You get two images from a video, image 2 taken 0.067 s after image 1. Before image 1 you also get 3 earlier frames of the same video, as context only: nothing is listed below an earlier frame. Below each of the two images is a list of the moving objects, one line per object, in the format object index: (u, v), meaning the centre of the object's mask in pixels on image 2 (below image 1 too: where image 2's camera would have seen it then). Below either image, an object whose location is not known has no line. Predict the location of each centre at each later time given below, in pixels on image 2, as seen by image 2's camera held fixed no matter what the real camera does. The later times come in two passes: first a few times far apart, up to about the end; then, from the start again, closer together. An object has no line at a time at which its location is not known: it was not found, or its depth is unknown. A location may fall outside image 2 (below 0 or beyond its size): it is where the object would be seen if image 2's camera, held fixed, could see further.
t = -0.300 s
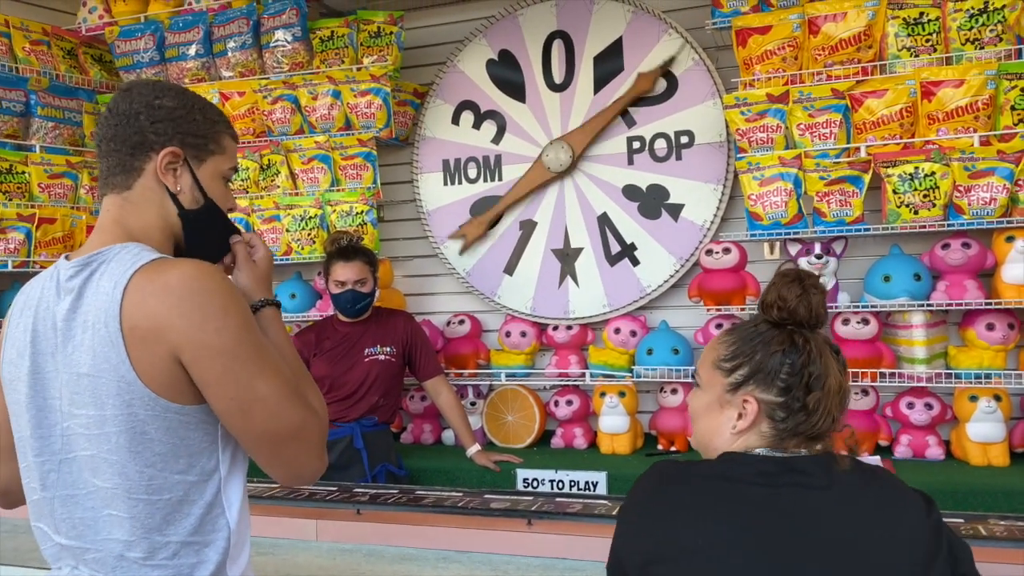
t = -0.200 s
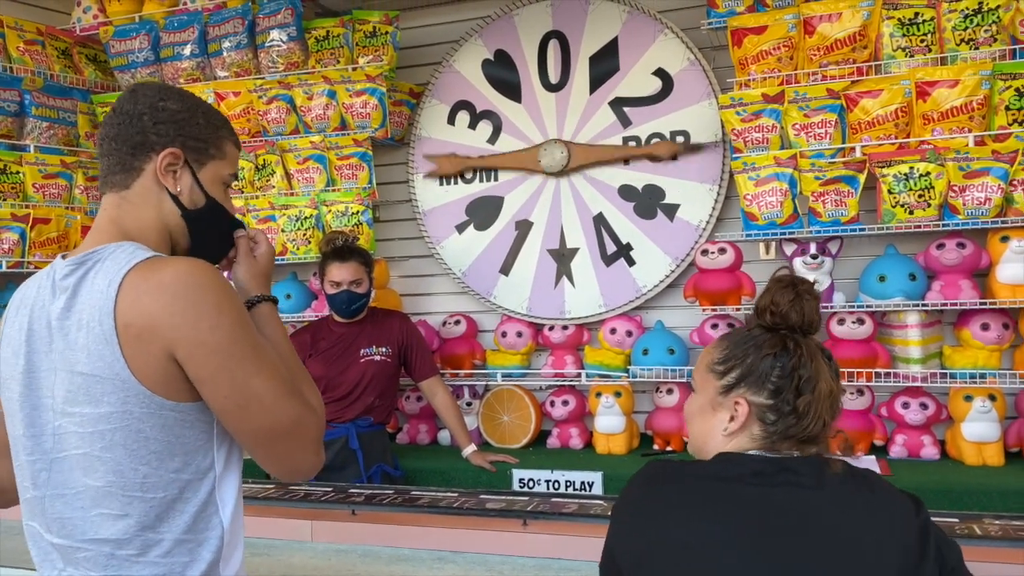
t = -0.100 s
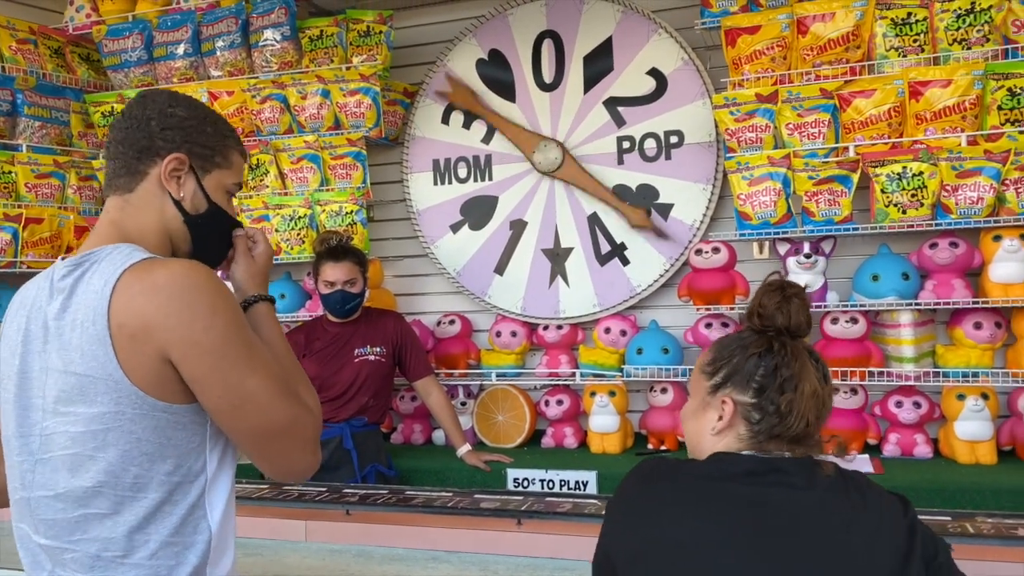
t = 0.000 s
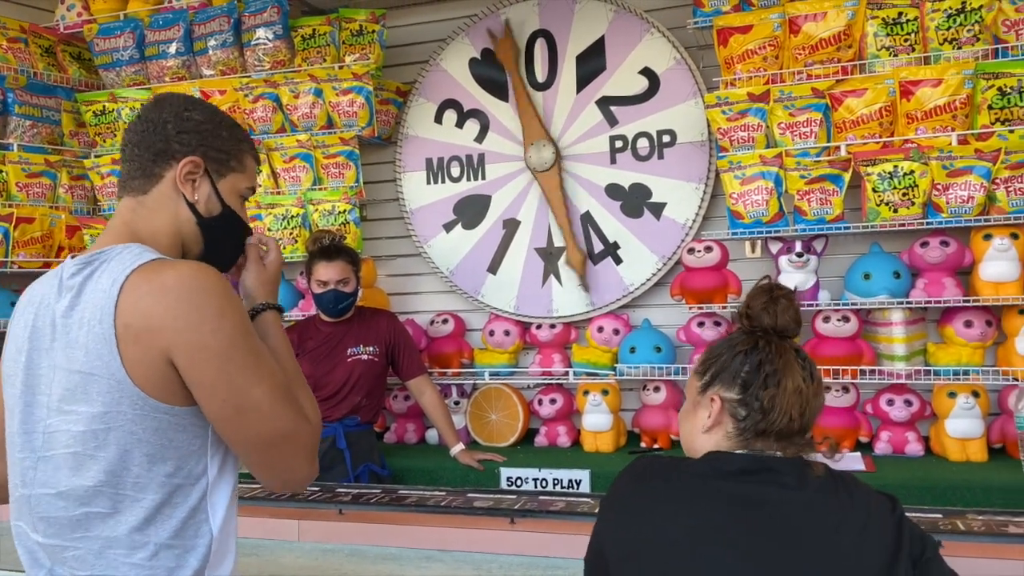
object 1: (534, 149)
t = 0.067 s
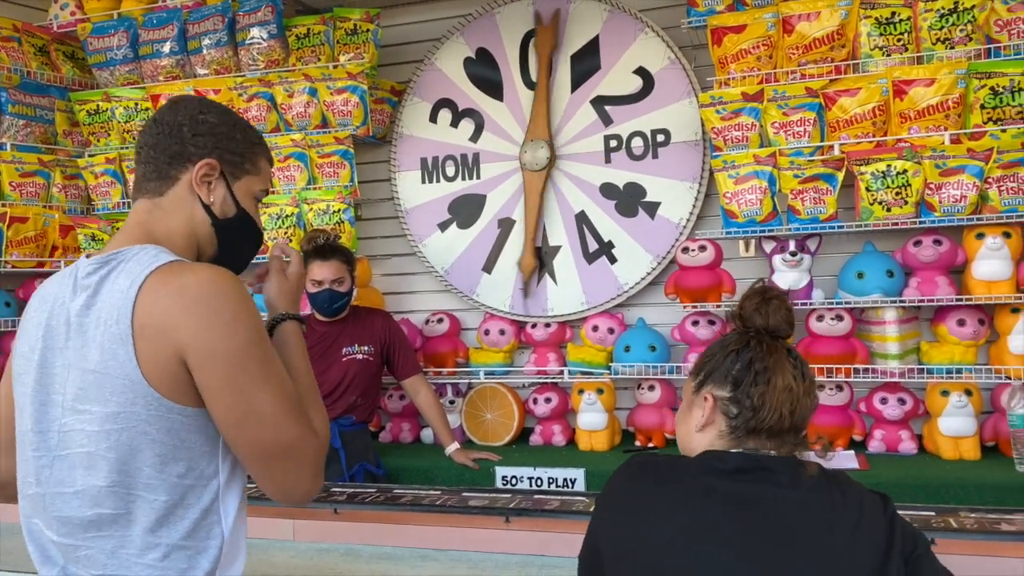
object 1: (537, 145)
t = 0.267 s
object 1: (552, 151)
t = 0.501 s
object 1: (540, 163)
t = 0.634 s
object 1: (535, 158)
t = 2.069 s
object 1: (567, 157)
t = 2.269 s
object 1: (534, 150)
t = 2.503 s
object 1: (541, 147)
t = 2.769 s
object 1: (554, 158)
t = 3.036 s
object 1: (538, 161)
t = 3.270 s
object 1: (536, 156)
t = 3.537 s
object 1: (534, 155)
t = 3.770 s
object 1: (534, 150)
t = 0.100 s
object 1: (540, 143)
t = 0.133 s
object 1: (542, 146)
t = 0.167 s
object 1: (545, 144)
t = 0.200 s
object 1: (547, 147)
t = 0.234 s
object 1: (550, 148)
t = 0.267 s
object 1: (552, 151)
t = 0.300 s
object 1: (554, 154)
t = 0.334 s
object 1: (550, 157)
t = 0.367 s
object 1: (549, 160)
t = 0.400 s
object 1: (546, 161)
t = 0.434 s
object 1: (544, 162)
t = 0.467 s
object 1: (542, 162)
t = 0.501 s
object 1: (540, 163)
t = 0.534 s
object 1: (538, 162)
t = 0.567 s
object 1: (537, 161)
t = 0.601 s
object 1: (536, 158)
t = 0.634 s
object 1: (535, 158)
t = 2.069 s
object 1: (567, 157)
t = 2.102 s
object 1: (562, 161)
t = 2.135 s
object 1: (540, 156)
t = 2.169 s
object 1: (531, 152)
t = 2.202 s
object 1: (531, 150)
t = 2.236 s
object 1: (532, 150)
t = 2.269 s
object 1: (534, 150)
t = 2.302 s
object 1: (534, 148)
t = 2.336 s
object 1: (535, 146)
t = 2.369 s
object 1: (536, 145)
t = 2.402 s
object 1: (538, 144)
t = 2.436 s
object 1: (539, 145)
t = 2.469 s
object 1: (541, 145)
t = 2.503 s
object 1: (541, 147)
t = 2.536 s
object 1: (545, 145)
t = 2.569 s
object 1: (546, 146)
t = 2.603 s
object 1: (552, 145)
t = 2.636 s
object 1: (555, 147)
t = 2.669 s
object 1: (560, 148)
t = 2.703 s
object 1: (562, 151)
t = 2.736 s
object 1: (561, 155)
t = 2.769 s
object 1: (554, 158)
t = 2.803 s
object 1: (549, 159)
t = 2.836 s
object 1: (546, 160)
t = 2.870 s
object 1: (544, 161)
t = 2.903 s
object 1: (542, 161)
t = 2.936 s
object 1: (541, 161)
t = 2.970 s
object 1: (540, 161)
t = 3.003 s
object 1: (540, 164)
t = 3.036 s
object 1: (538, 161)
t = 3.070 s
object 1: (537, 162)
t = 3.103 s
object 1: (536, 162)
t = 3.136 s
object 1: (535, 160)
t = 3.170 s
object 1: (535, 158)
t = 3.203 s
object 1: (536, 157)
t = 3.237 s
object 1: (534, 159)
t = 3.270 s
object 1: (536, 156)
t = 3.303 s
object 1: (536, 155)
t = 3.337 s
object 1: (535, 157)
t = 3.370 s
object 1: (534, 157)
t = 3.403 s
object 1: (534, 157)
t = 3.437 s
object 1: (536, 156)
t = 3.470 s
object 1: (535, 156)
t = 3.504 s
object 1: (533, 155)
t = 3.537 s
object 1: (534, 155)
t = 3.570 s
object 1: (532, 154)
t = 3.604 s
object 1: (534, 154)
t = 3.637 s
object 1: (531, 152)
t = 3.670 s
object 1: (531, 151)
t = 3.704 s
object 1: (532, 150)
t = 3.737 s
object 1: (533, 150)
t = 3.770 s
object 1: (534, 150)
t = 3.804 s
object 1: (534, 148)
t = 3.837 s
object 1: (535, 147)
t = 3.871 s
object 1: (536, 148)
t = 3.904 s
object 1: (537, 148)
